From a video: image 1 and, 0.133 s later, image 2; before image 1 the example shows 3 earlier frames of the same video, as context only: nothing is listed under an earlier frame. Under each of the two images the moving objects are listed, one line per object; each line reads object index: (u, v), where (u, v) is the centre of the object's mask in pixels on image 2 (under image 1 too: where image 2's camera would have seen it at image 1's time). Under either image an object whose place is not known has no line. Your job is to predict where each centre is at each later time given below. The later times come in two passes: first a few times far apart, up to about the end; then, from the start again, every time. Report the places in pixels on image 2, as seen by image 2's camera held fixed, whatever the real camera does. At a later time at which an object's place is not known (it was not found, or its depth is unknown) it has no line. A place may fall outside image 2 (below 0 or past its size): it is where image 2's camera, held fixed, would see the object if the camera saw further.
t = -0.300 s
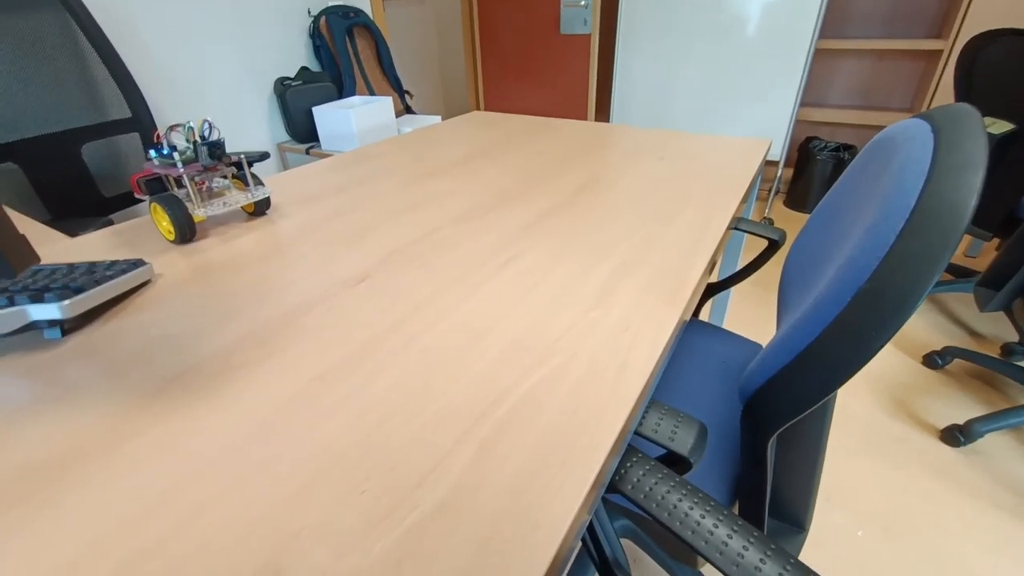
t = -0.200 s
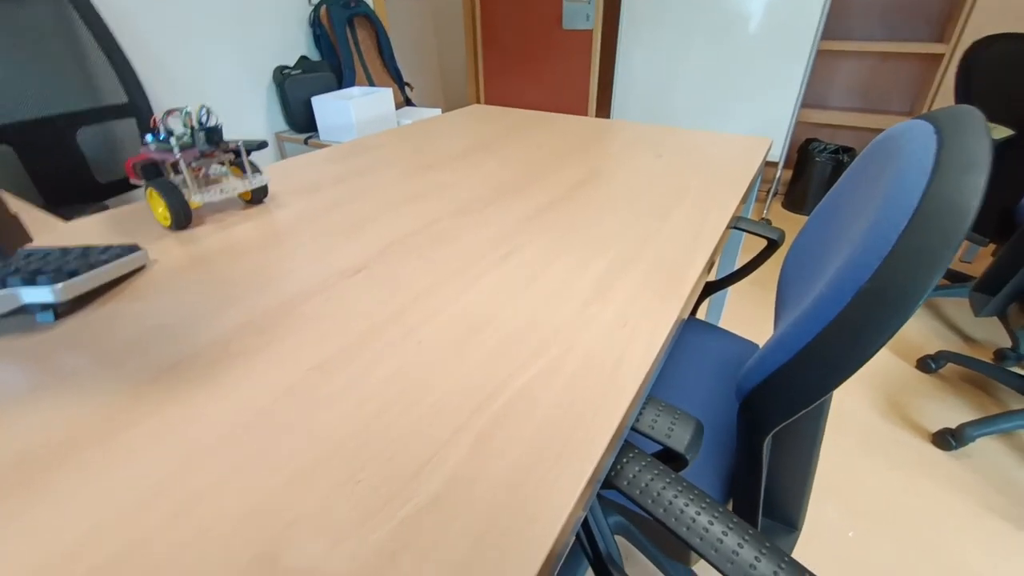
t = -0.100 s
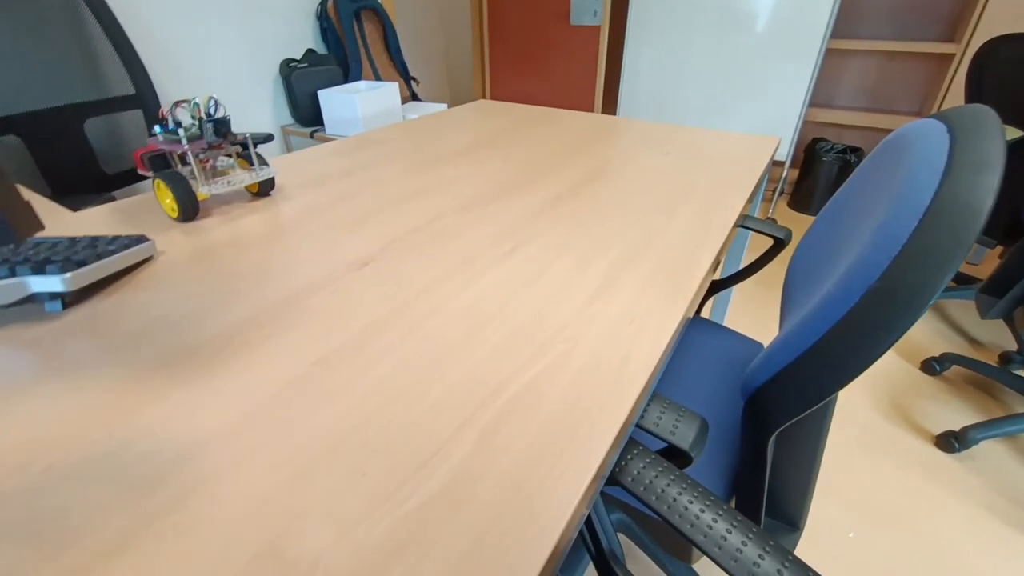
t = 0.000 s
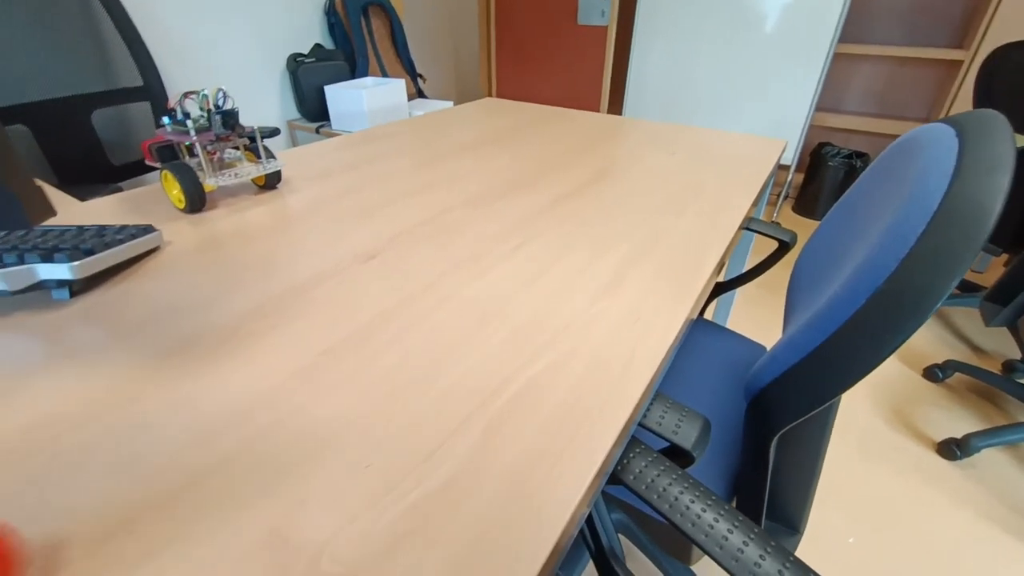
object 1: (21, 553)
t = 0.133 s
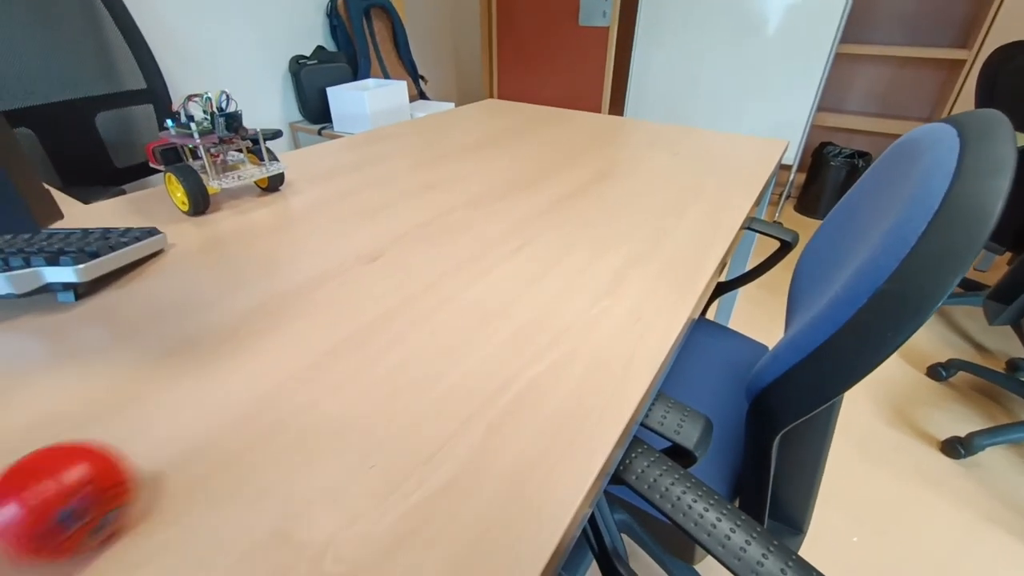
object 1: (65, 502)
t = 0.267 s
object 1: (159, 438)
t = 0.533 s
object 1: (291, 355)
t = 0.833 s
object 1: (380, 291)
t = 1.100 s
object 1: (428, 256)
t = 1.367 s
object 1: (468, 228)
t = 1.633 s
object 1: (497, 206)
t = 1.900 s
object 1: (522, 190)
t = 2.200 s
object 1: (549, 174)
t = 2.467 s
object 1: (568, 164)
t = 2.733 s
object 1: (587, 155)
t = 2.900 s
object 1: (599, 150)
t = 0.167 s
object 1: (84, 485)
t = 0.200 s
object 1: (111, 468)
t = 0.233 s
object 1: (136, 452)
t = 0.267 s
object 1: (159, 438)
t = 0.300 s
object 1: (178, 425)
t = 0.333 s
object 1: (199, 413)
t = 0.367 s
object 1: (217, 402)
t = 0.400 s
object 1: (234, 391)
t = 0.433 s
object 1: (250, 381)
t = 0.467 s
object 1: (264, 373)
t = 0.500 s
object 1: (278, 363)
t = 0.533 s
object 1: (291, 355)
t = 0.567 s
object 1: (305, 346)
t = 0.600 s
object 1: (317, 339)
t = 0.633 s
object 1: (328, 331)
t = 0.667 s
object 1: (340, 323)
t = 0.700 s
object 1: (348, 315)
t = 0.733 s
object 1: (358, 309)
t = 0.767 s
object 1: (366, 302)
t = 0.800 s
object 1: (373, 296)
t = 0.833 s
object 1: (380, 291)
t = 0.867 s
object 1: (387, 285)
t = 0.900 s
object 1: (393, 281)
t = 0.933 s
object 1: (399, 276)
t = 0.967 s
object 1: (405, 272)
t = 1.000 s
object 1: (411, 267)
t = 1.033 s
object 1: (417, 264)
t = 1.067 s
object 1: (423, 259)
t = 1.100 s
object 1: (428, 256)
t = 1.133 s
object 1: (433, 252)
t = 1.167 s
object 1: (439, 248)
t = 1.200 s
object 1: (444, 244)
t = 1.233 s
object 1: (449, 241)
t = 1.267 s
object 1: (454, 238)
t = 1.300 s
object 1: (459, 234)
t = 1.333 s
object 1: (464, 231)
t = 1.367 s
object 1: (468, 228)
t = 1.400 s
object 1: (472, 224)
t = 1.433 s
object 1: (476, 221)
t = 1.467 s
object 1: (480, 219)
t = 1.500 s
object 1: (484, 216)
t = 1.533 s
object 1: (487, 213)
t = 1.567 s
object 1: (491, 211)
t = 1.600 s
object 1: (494, 209)
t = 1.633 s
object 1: (497, 206)
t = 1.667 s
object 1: (501, 204)
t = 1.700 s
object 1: (504, 202)
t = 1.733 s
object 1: (507, 200)
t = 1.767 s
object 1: (510, 198)
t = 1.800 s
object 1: (513, 196)
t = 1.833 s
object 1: (516, 194)
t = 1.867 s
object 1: (519, 192)
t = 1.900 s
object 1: (522, 190)
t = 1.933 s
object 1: (525, 188)
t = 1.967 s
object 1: (529, 187)
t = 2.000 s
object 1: (531, 185)
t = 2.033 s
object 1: (535, 183)
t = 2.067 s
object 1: (538, 181)
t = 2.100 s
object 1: (541, 180)
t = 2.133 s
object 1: (543, 178)
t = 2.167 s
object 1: (546, 176)
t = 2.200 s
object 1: (549, 174)
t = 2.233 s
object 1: (552, 173)
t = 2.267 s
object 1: (554, 171)
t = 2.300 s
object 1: (556, 170)
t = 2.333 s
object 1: (559, 169)
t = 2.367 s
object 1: (561, 167)
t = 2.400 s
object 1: (564, 166)
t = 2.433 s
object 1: (566, 165)
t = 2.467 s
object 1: (568, 164)
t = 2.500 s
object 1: (571, 163)
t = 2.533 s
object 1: (573, 162)
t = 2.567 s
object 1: (575, 161)
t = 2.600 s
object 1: (578, 160)
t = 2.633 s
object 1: (580, 159)
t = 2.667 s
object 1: (582, 157)
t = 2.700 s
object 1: (585, 156)
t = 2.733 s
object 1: (587, 155)
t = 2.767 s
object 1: (590, 154)
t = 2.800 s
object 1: (592, 153)
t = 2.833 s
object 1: (594, 152)
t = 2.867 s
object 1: (597, 151)
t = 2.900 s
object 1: (599, 150)
